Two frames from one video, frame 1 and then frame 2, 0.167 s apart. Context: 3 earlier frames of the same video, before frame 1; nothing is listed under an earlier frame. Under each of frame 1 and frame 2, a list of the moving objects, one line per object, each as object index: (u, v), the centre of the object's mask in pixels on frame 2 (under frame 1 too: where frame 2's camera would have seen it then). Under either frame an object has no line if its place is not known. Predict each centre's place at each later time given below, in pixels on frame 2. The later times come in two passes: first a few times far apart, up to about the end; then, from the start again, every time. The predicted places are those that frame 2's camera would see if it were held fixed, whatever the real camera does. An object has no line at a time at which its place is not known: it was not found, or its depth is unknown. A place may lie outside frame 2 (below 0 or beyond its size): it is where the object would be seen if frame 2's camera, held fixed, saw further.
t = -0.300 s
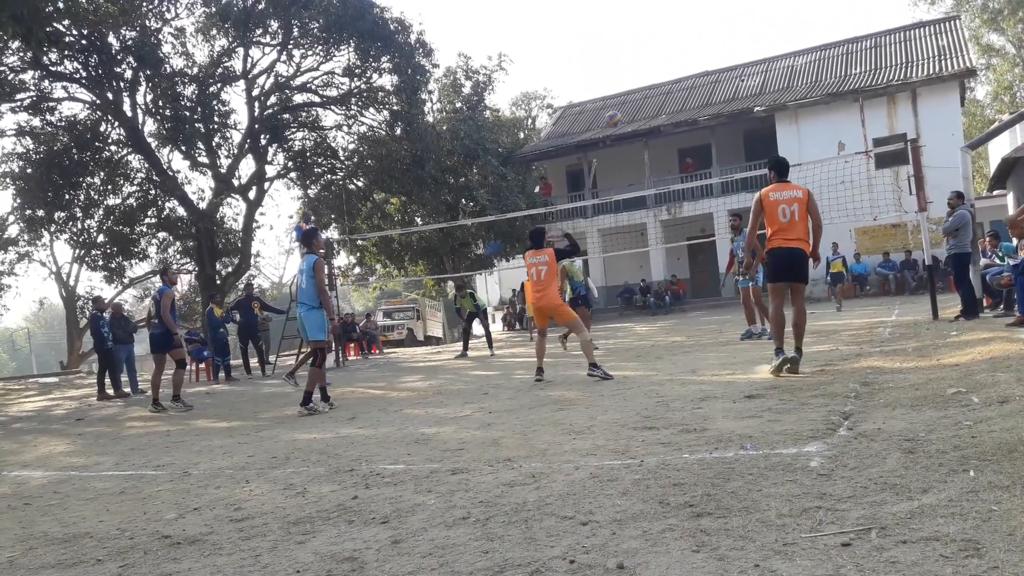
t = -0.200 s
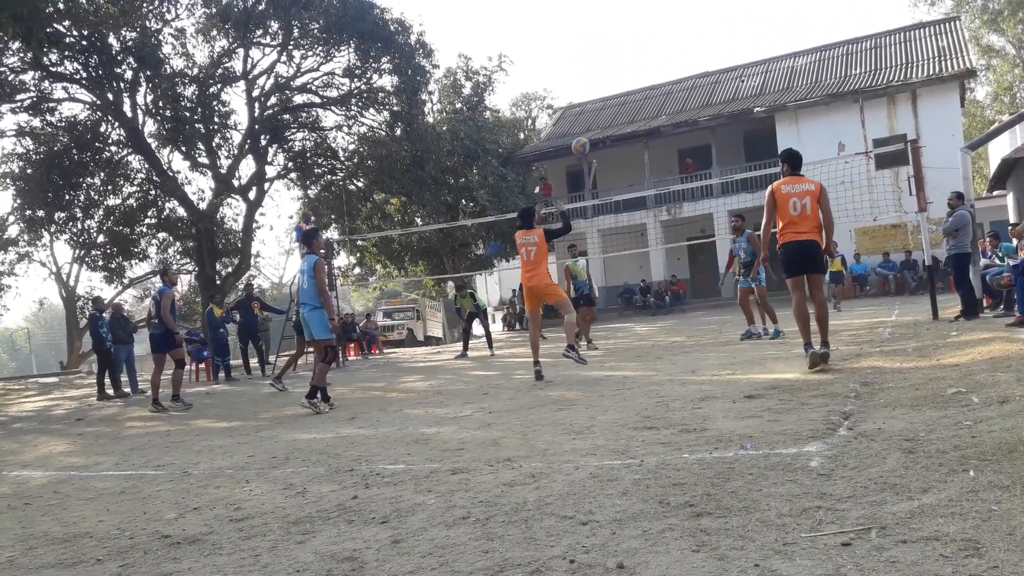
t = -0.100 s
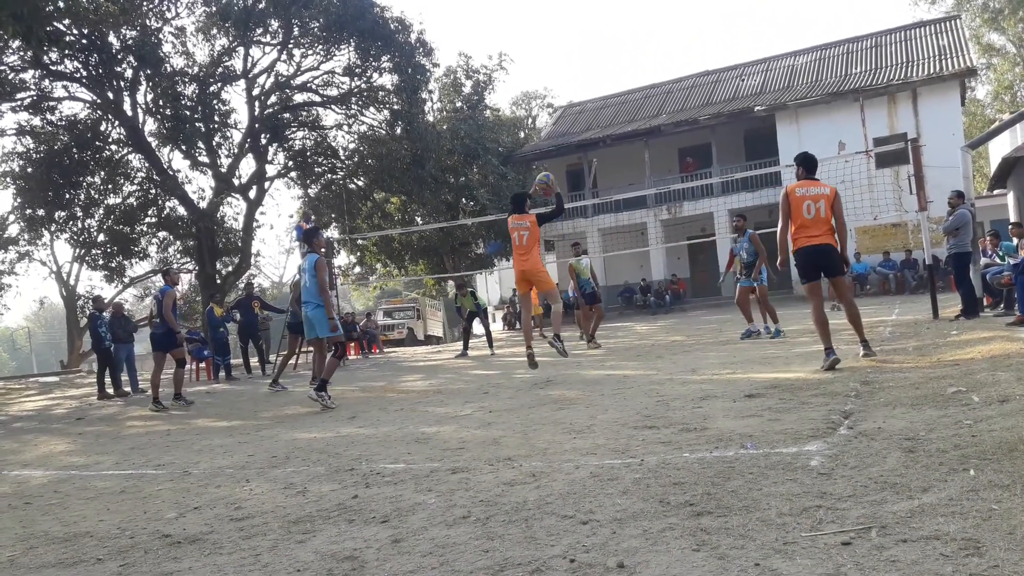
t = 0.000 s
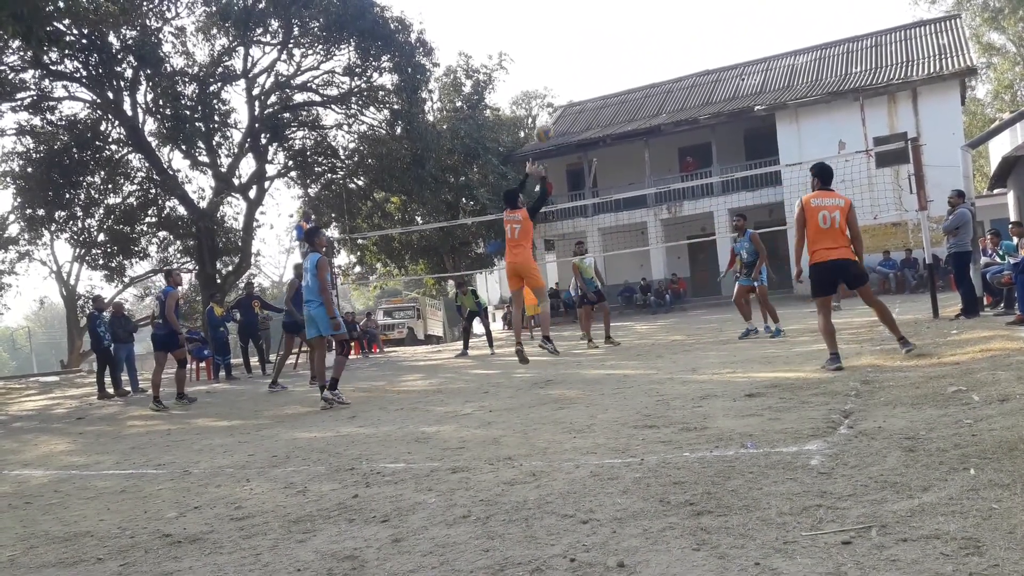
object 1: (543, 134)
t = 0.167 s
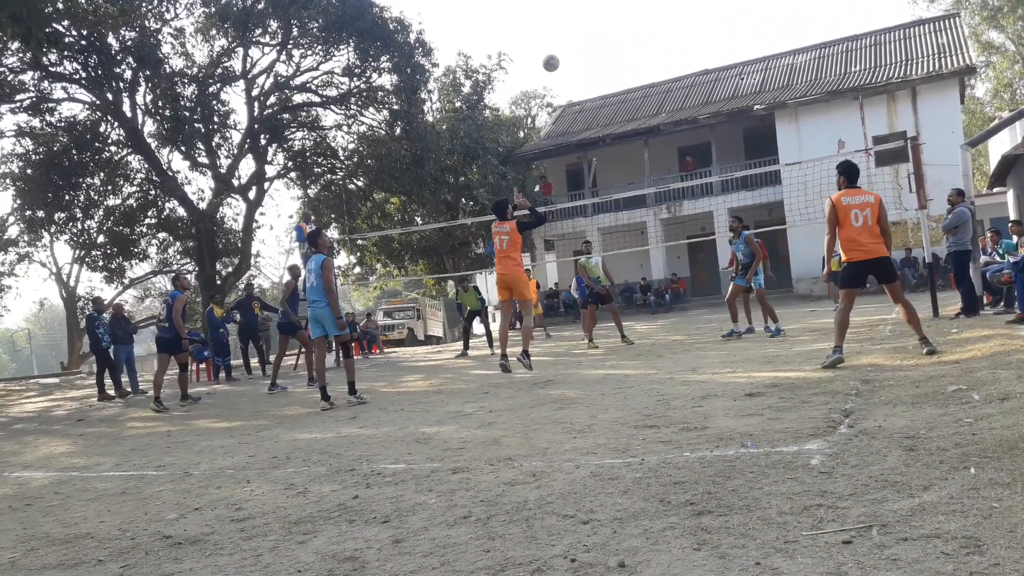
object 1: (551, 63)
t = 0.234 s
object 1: (554, 43)
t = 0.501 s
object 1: (571, 4)
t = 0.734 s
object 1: (588, 11)
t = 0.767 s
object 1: (590, 16)
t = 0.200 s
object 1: (552, 52)
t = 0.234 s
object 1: (554, 43)
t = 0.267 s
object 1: (556, 34)
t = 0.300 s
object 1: (558, 26)
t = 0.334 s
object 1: (560, 20)
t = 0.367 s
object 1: (562, 14)
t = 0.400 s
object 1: (564, 9)
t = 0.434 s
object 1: (566, 7)
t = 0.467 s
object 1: (568, 5)
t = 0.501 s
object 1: (571, 4)
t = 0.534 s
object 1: (573, 4)
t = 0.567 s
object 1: (575, 3)
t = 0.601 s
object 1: (578, 3)
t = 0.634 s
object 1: (580, 3)
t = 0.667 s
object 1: (582, 4)
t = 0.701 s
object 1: (585, 7)
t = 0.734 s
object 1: (588, 11)
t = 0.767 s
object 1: (590, 16)
